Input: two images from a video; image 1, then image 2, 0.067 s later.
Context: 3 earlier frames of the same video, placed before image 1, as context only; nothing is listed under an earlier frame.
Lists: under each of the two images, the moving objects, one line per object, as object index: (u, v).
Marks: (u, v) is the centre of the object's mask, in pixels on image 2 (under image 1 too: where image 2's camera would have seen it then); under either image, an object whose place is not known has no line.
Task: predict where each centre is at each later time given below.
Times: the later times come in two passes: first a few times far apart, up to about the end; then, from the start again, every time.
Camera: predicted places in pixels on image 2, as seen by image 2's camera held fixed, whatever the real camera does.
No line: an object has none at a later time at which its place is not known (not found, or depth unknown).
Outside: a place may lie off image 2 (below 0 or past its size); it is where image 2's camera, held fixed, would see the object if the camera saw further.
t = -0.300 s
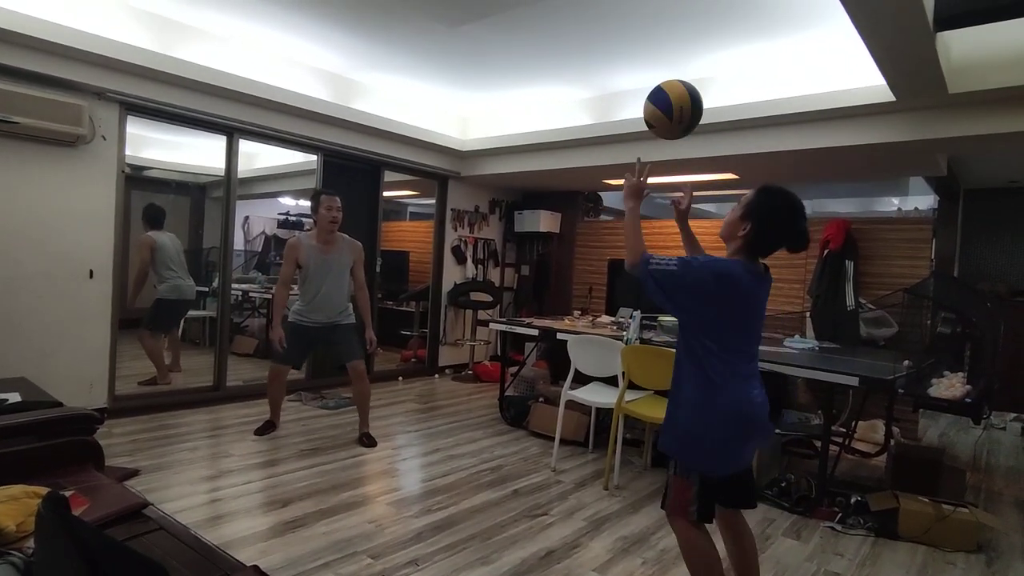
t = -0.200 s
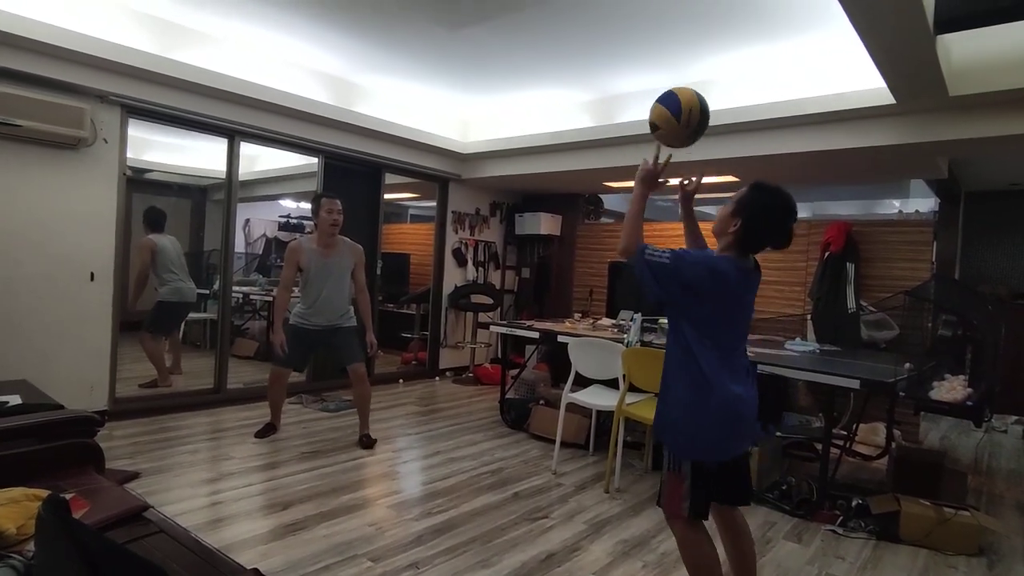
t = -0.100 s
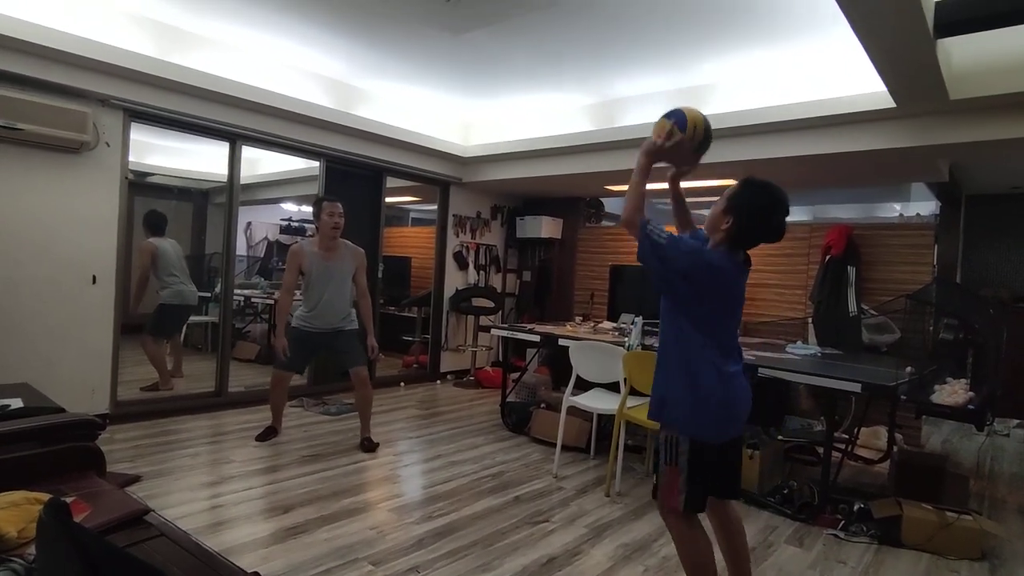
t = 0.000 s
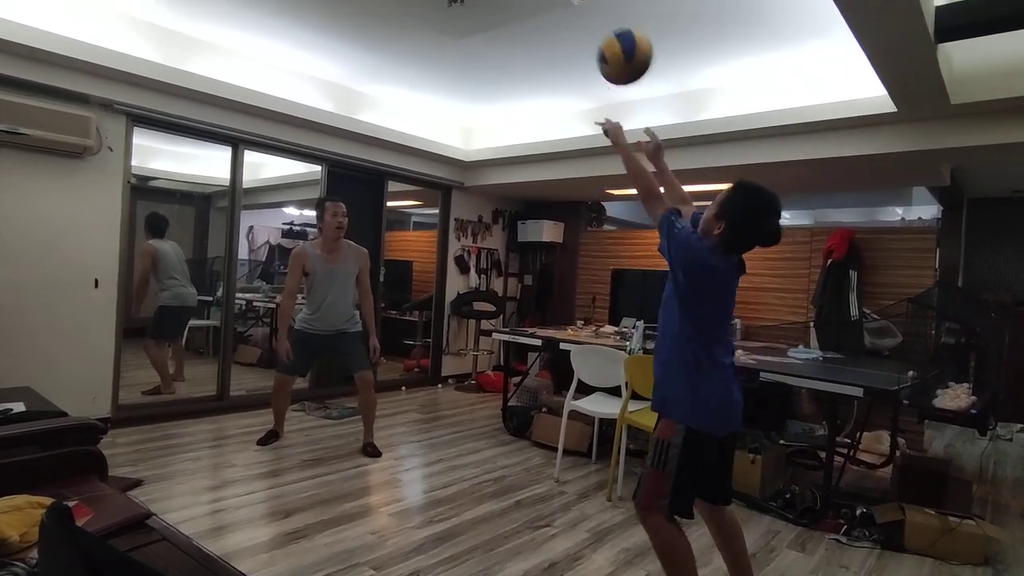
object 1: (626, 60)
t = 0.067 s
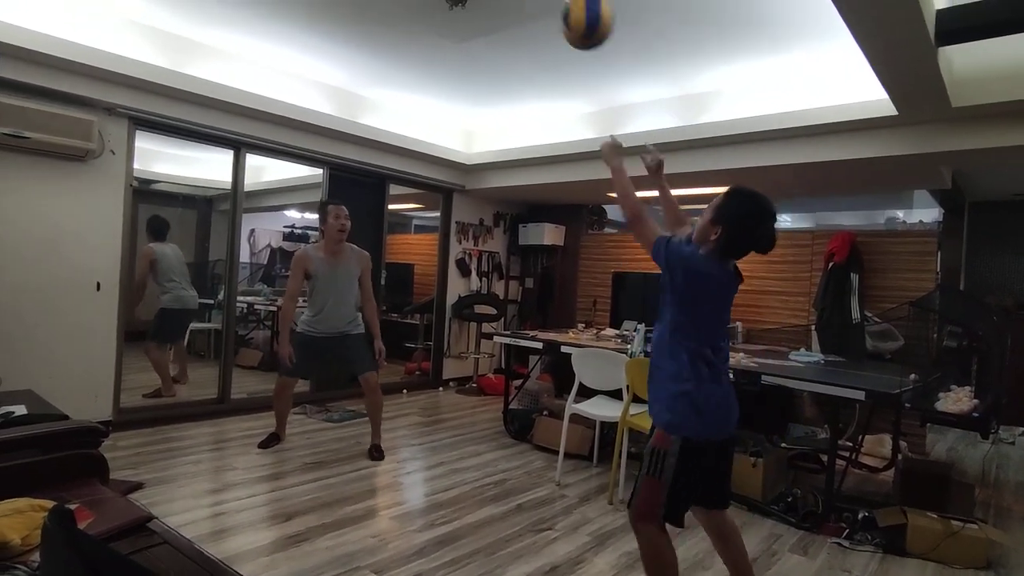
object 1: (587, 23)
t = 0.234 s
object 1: (500, -4)
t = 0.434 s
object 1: (416, 18)
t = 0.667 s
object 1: (331, 137)
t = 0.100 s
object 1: (569, 14)
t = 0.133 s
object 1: (552, 8)
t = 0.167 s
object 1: (534, 3)
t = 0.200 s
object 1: (516, -1)
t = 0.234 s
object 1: (500, -4)
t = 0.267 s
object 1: (486, -5)
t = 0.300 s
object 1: (471, -5)
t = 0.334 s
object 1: (457, -5)
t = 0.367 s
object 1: (444, -2)
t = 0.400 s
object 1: (430, 7)
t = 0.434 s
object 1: (416, 18)
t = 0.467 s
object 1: (402, 30)
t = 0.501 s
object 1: (389, 43)
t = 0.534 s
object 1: (377, 59)
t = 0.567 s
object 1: (365, 77)
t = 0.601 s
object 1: (354, 96)
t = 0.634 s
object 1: (342, 117)
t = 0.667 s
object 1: (331, 137)
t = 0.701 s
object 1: (321, 159)
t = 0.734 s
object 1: (310, 183)
